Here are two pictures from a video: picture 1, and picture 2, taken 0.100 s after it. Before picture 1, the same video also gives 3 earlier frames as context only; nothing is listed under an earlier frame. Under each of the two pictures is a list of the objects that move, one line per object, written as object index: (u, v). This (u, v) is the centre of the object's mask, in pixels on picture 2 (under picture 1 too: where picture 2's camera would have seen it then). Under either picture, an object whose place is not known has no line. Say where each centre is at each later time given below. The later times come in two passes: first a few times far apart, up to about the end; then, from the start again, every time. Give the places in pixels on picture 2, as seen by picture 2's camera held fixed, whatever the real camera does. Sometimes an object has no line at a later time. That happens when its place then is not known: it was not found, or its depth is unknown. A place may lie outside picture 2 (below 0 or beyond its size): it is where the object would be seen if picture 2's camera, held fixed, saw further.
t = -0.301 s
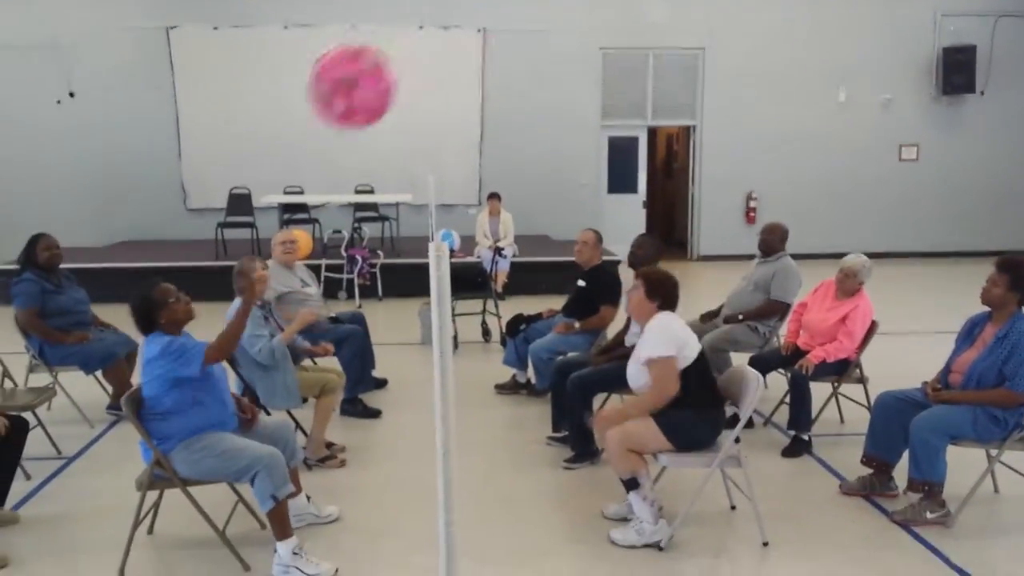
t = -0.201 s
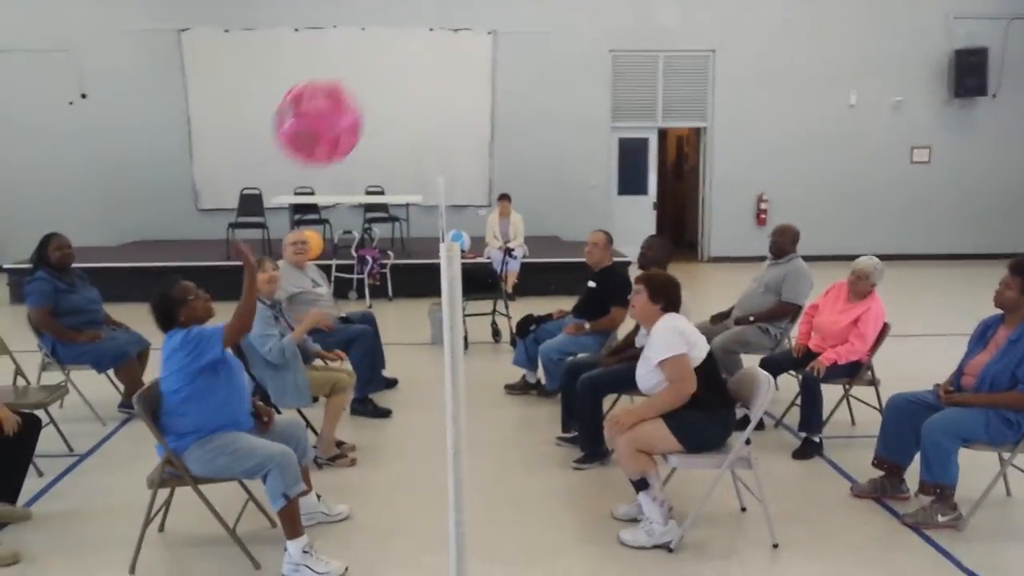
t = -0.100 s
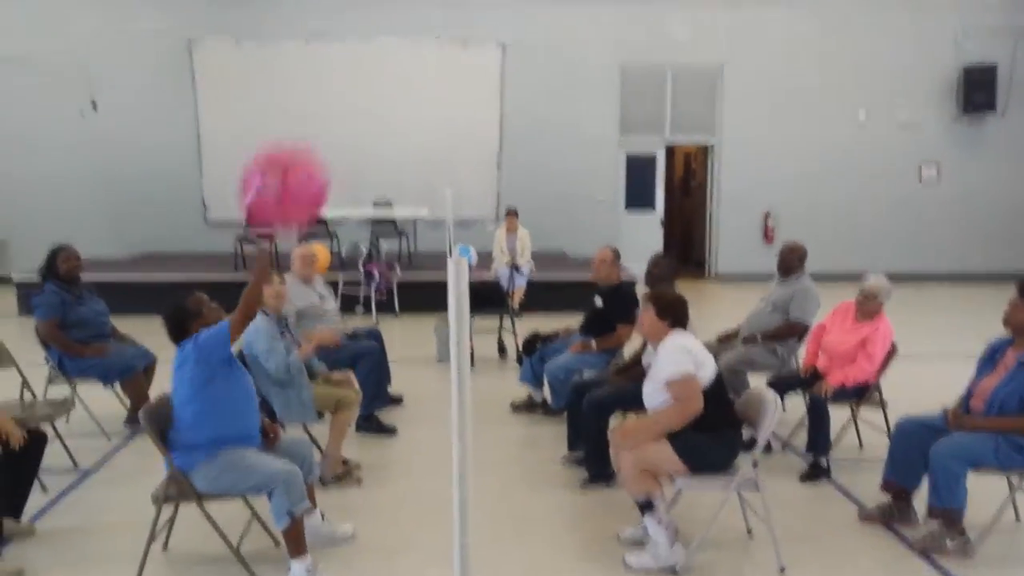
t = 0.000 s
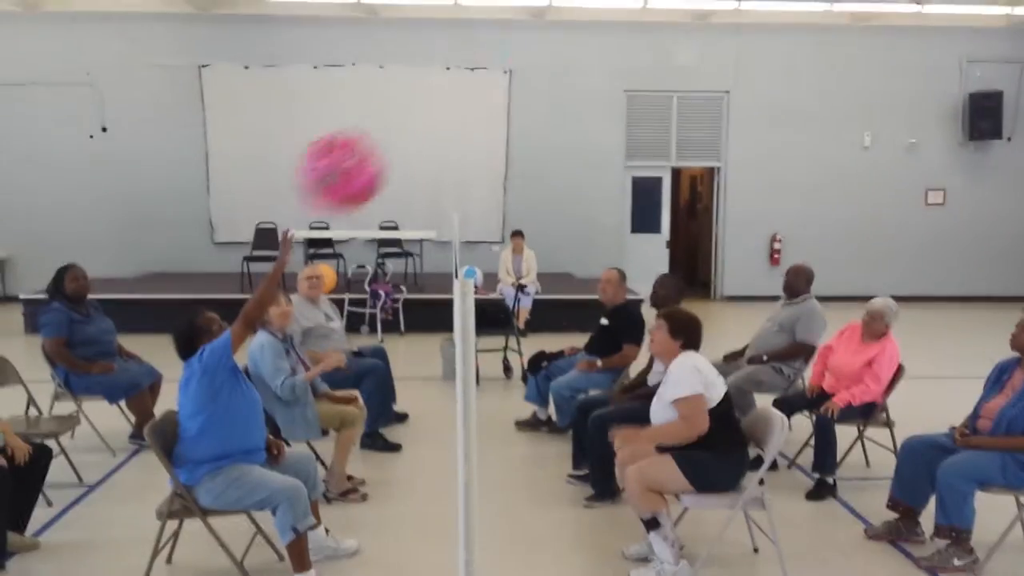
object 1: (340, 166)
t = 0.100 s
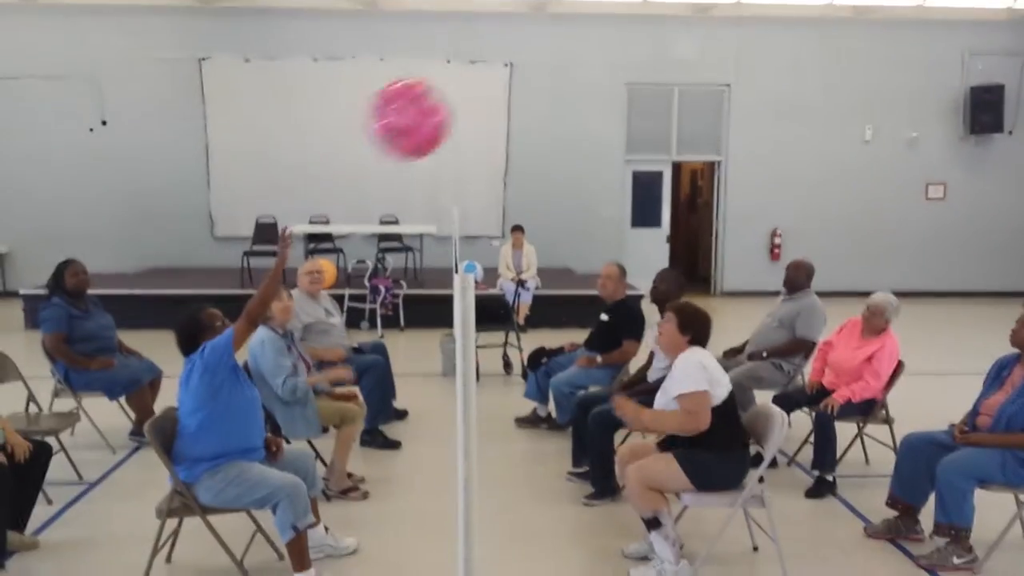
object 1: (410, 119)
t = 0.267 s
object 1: (509, 76)
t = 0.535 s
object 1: (640, 93)
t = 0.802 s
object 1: (741, 200)
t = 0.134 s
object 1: (431, 106)
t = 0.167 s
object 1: (451, 97)
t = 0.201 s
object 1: (471, 89)
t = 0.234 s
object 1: (490, 82)
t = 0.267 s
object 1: (509, 76)
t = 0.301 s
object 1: (527, 73)
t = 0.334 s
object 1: (544, 72)
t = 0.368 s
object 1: (561, 71)
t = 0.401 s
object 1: (578, 72)
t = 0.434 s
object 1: (595, 75)
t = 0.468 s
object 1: (611, 80)
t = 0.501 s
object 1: (626, 87)
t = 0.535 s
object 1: (640, 93)
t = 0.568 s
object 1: (653, 102)
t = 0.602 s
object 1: (668, 113)
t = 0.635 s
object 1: (683, 126)
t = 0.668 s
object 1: (696, 139)
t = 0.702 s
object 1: (707, 152)
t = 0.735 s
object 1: (718, 167)
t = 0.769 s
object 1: (730, 182)
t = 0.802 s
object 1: (741, 200)
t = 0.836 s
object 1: (752, 220)
